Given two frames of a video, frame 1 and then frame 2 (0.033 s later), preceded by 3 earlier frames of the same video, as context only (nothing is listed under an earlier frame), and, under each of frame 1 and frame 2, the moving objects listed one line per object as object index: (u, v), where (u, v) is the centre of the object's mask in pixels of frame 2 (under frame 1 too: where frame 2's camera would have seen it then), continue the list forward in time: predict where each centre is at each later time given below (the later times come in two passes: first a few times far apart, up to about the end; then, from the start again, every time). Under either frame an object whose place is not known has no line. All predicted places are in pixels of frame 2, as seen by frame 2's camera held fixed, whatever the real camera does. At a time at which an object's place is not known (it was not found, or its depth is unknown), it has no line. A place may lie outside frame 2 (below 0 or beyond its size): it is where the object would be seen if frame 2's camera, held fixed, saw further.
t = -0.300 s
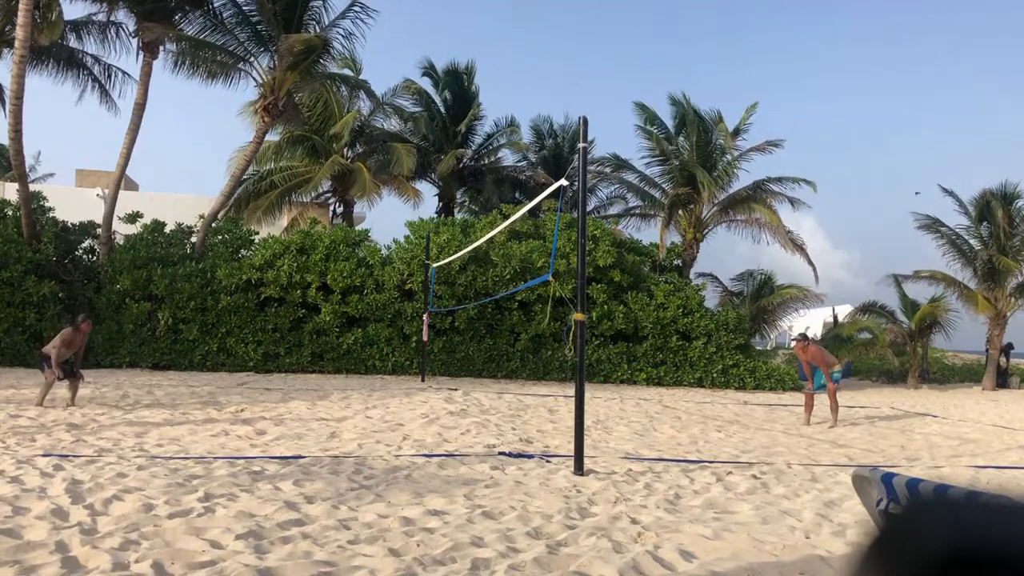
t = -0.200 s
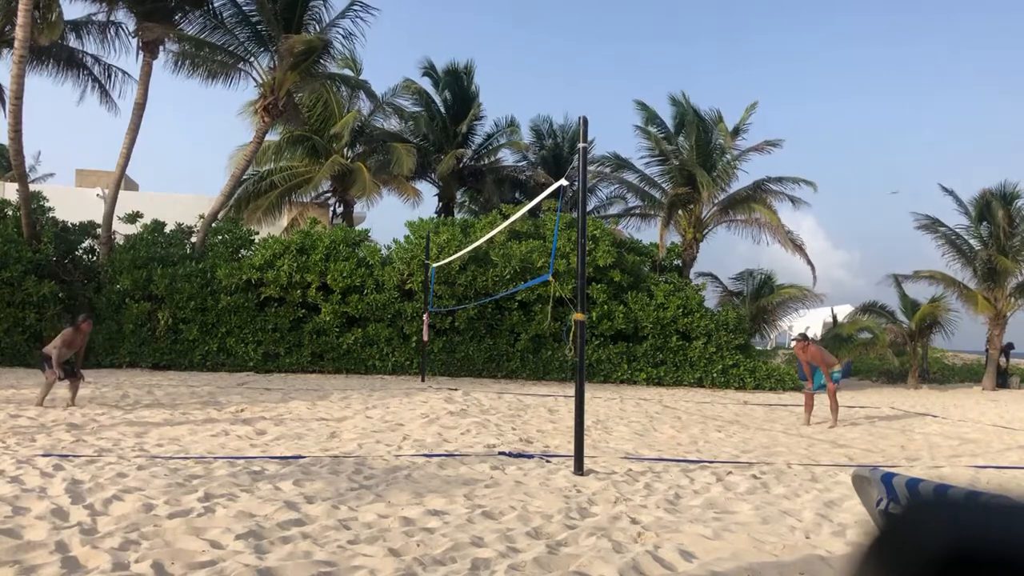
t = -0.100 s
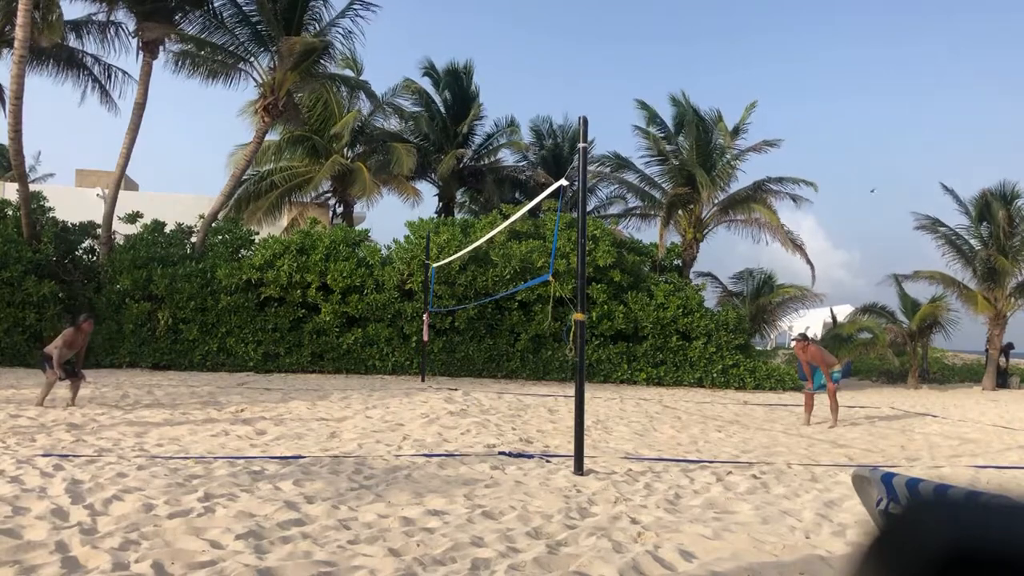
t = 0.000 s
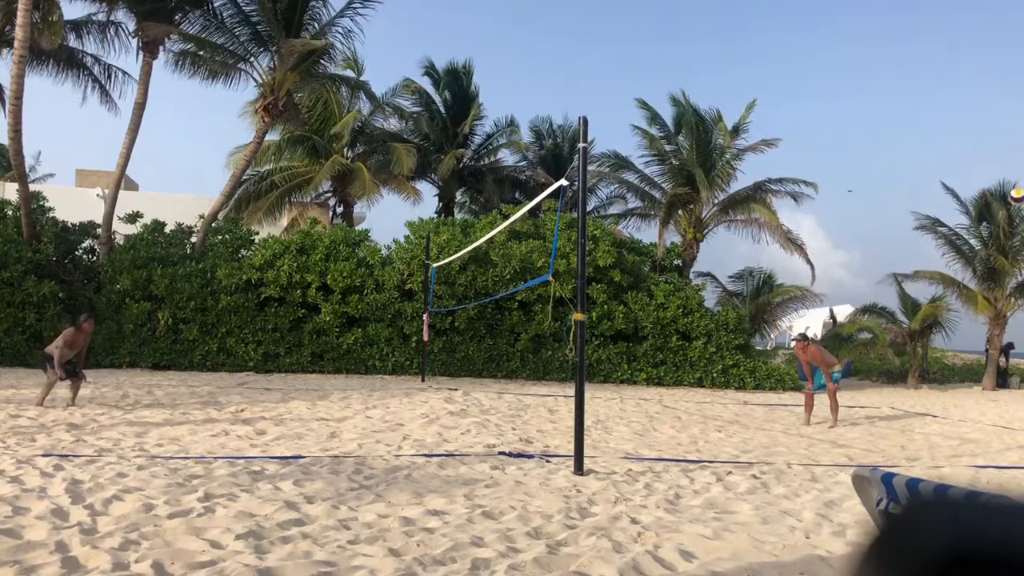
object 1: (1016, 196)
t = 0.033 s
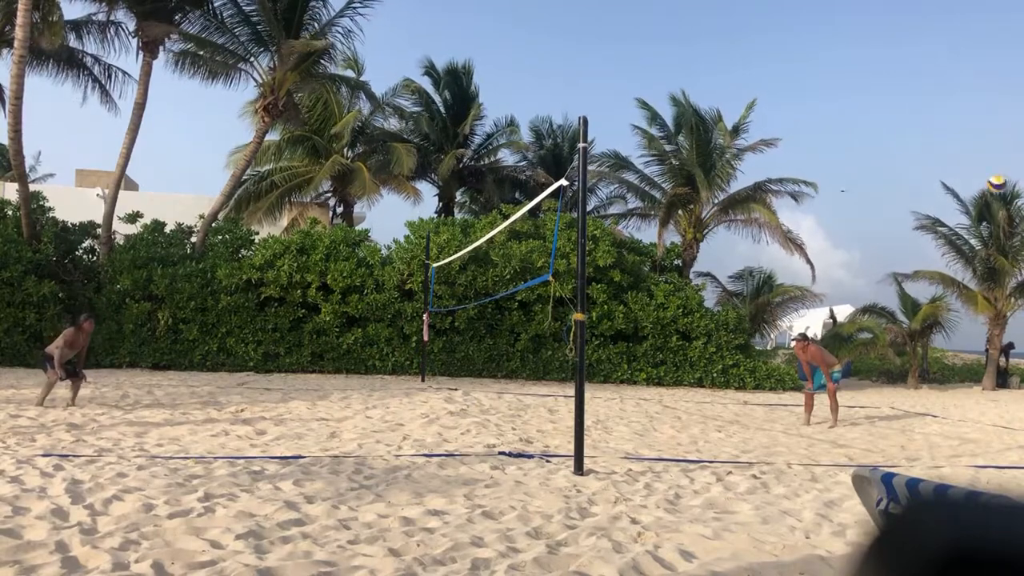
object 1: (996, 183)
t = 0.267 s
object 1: (842, 117)
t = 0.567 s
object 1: (619, 93)
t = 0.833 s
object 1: (393, 144)
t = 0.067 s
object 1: (975, 172)
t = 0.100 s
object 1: (954, 161)
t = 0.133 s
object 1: (932, 151)
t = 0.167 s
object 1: (910, 141)
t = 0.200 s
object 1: (888, 133)
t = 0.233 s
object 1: (865, 124)
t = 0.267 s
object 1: (842, 117)
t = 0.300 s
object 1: (819, 110)
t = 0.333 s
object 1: (795, 105)
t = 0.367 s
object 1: (771, 100)
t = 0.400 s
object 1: (747, 97)
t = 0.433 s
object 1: (723, 93)
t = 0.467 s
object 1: (697, 92)
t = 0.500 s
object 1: (672, 91)
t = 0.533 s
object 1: (646, 92)
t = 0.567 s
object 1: (619, 93)
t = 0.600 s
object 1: (593, 95)
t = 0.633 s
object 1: (566, 99)
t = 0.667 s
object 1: (538, 104)
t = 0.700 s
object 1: (510, 109)
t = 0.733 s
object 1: (481, 116)
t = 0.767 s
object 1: (452, 124)
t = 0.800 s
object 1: (423, 134)
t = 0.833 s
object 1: (393, 144)
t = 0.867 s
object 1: (362, 155)
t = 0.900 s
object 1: (331, 167)
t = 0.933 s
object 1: (298, 181)
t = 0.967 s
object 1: (265, 197)
